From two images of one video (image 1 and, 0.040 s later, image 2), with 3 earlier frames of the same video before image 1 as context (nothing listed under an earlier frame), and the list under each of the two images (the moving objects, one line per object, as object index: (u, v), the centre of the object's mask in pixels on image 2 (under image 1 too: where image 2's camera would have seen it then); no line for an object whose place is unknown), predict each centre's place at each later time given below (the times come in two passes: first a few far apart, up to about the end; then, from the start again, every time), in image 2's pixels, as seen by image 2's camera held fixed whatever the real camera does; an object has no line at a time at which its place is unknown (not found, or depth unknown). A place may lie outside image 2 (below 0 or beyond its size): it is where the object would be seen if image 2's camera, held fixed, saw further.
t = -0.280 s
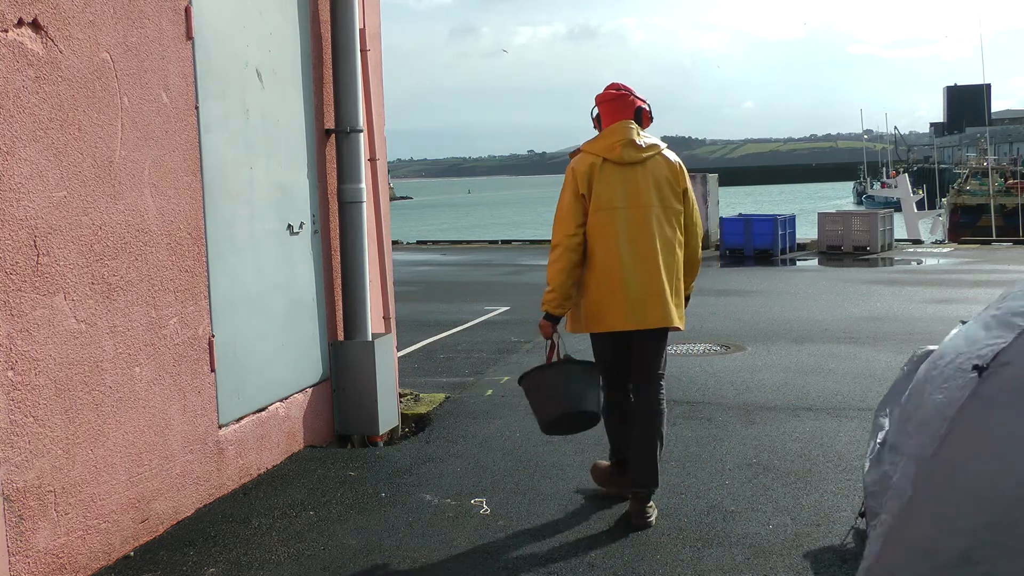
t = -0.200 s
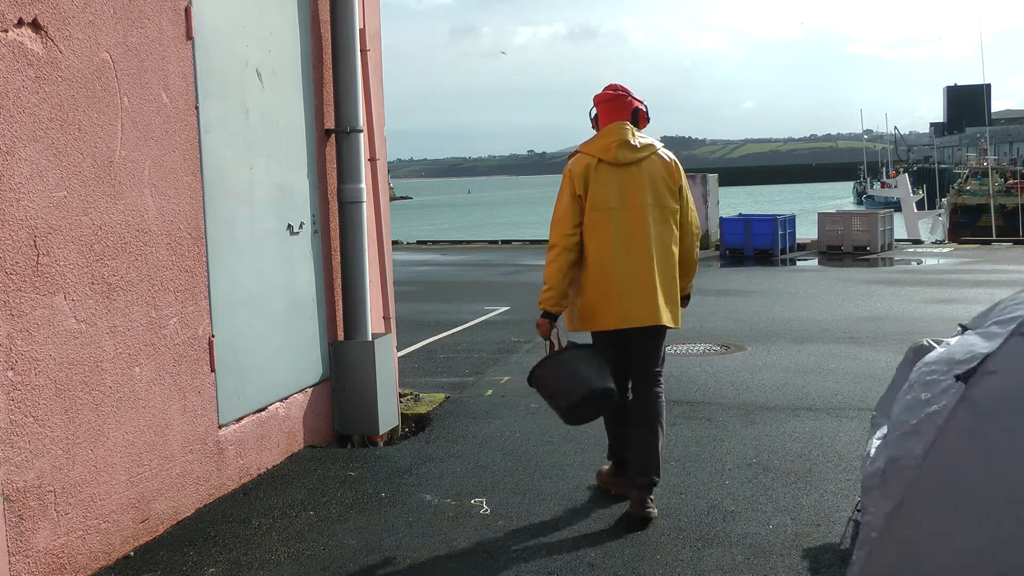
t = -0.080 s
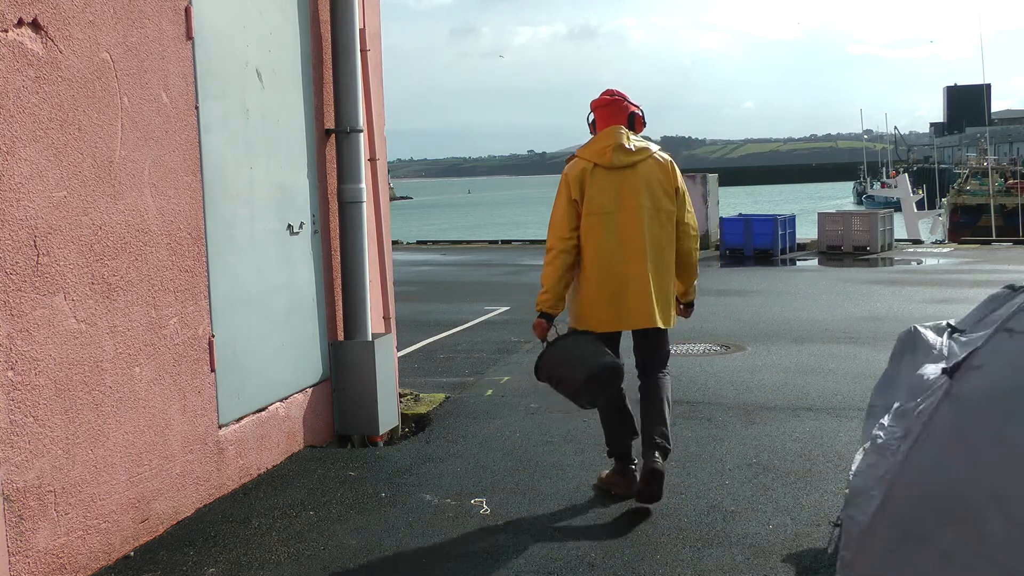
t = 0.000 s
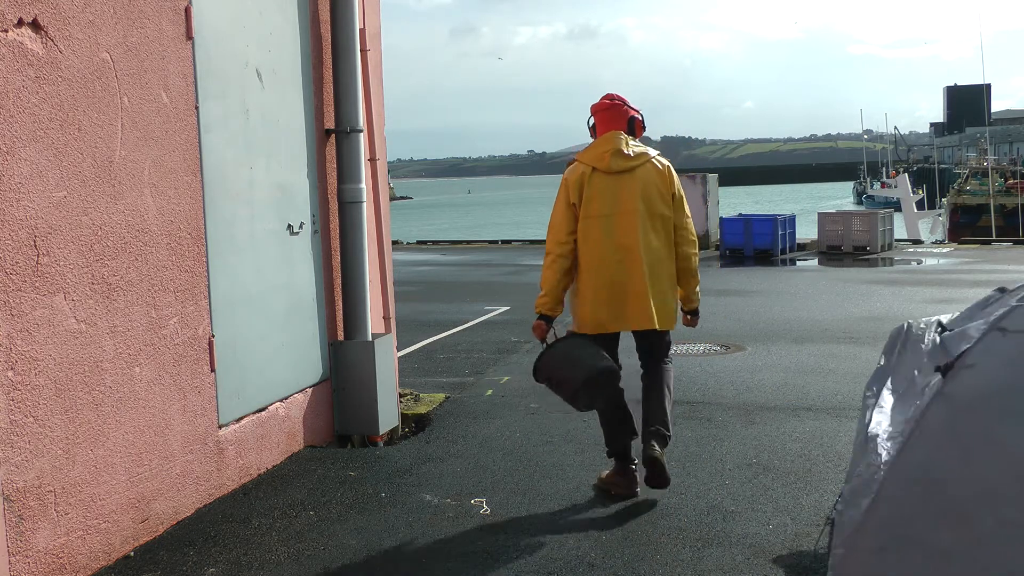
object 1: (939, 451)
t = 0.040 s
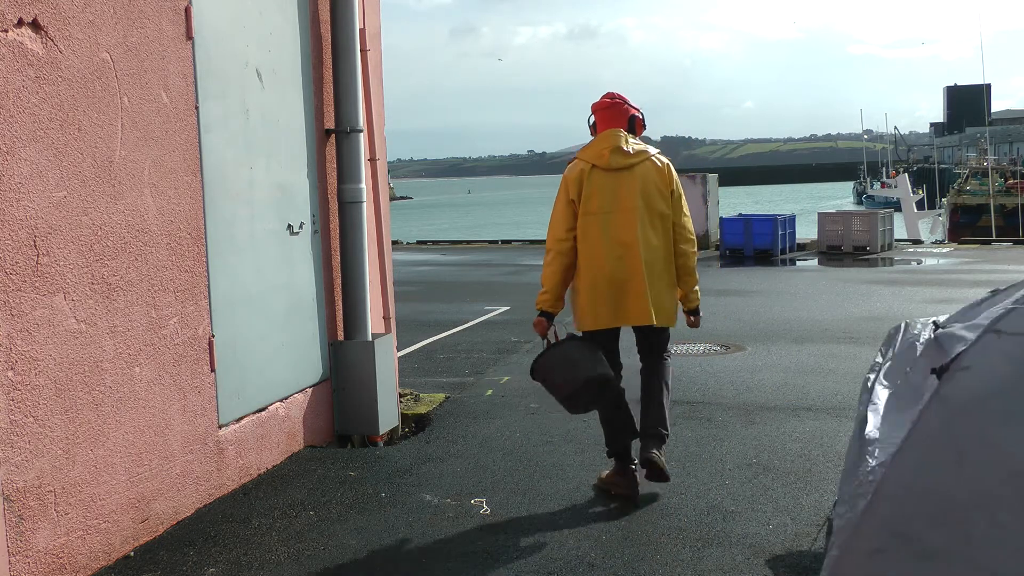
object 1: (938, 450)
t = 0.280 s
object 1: (932, 445)
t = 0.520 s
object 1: (924, 434)
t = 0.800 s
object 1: (914, 433)
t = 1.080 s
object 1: (899, 432)
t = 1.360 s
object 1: (875, 424)
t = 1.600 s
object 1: (859, 416)
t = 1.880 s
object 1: (845, 402)
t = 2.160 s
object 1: (833, 408)
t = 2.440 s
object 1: (823, 409)
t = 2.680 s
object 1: (819, 406)
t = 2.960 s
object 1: (808, 390)
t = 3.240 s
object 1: (806, 395)
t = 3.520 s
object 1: (789, 395)
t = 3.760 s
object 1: (775, 392)
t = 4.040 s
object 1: (757, 393)
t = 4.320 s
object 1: (745, 388)
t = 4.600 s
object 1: (731, 387)
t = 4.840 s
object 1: (723, 382)
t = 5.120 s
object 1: (719, 383)
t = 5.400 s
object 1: (715, 373)
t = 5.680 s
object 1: (713, 378)
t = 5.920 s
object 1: (708, 358)
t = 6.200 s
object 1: (702, 352)
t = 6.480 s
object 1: (690, 352)
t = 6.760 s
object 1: (680, 356)
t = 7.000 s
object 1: (658, 349)
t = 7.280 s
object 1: (637, 346)
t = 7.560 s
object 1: (620, 351)
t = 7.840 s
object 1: (605, 339)
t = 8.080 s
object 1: (590, 342)
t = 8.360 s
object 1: (581, 340)
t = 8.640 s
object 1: (578, 342)
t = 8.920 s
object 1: (574, 325)
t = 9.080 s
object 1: (578, 319)
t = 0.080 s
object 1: (936, 449)
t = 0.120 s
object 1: (936, 448)
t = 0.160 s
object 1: (935, 447)
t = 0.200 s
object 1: (935, 445)
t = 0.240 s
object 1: (933, 444)
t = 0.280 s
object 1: (932, 445)
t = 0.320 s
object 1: (930, 445)
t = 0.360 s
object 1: (929, 445)
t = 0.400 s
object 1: (927, 444)
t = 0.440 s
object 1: (926, 441)
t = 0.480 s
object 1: (925, 438)
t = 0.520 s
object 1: (924, 434)
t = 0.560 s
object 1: (923, 433)
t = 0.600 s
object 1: (920, 433)
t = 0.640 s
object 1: (919, 432)
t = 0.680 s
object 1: (919, 431)
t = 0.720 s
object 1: (917, 432)
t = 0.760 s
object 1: (916, 432)
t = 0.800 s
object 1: (914, 433)
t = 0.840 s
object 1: (912, 433)
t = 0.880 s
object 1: (911, 433)
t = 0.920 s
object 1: (909, 433)
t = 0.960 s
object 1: (906, 434)
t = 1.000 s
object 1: (903, 434)
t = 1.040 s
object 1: (901, 433)
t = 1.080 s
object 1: (899, 432)
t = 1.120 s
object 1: (897, 430)
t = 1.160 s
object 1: (893, 429)
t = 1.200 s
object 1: (889, 428)
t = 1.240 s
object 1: (885, 427)
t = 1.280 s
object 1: (881, 426)
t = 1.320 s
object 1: (878, 425)
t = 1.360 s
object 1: (875, 424)
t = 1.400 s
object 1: (872, 423)
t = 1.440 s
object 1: (869, 422)
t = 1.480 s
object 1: (867, 422)
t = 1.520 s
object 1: (865, 421)
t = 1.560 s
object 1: (862, 421)
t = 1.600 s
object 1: (859, 416)
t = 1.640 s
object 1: (857, 414)
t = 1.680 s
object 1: (854, 411)
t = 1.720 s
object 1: (852, 409)
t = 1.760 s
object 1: (851, 406)
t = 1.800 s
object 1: (849, 406)
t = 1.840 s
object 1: (847, 404)
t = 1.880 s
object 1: (845, 402)
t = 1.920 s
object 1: (843, 402)
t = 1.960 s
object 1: (841, 403)
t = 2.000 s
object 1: (840, 405)
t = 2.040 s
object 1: (839, 407)
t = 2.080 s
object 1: (838, 409)
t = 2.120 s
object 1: (835, 410)
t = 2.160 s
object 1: (833, 408)
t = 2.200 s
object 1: (831, 409)
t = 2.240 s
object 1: (828, 409)
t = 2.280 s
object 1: (827, 410)
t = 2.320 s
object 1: (826, 410)
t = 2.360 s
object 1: (825, 410)
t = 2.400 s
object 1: (824, 409)
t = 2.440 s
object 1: (823, 409)
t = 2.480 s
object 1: (822, 409)
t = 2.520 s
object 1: (820, 409)
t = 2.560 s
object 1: (820, 408)
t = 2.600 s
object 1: (819, 407)
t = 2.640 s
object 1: (820, 407)
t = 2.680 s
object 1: (819, 406)
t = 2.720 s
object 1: (820, 405)
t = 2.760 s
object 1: (819, 404)
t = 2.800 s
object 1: (817, 402)
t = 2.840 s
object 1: (815, 399)
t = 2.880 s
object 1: (812, 397)
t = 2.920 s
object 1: (810, 394)
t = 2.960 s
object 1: (808, 390)
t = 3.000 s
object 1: (807, 387)
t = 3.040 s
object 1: (806, 386)
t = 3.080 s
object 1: (807, 386)
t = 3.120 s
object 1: (808, 387)
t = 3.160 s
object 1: (809, 390)
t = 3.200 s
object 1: (807, 392)
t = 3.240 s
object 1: (806, 395)
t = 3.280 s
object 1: (805, 396)
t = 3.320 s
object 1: (804, 398)
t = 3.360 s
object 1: (801, 398)
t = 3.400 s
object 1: (798, 399)
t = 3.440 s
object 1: (795, 398)
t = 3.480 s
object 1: (791, 397)
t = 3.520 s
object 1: (789, 395)
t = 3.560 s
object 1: (787, 394)
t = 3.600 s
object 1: (785, 392)
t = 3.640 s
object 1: (782, 392)
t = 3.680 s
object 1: (780, 391)
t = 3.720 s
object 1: (777, 392)
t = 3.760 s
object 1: (775, 392)
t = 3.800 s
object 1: (773, 393)
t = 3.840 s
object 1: (771, 394)
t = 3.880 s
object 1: (767, 395)
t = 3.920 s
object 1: (764, 395)
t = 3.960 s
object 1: (761, 395)
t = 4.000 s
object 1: (759, 395)
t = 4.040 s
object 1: (757, 393)
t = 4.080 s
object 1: (755, 391)
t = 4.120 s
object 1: (753, 388)
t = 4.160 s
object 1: (752, 386)
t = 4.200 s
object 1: (750, 384)
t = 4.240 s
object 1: (748, 385)
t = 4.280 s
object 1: (746, 386)
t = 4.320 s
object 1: (745, 388)
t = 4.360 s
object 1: (745, 389)
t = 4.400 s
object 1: (744, 390)
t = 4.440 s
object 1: (742, 390)
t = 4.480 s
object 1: (739, 389)
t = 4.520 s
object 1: (736, 389)
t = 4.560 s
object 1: (733, 388)
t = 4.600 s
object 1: (731, 387)
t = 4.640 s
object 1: (728, 386)
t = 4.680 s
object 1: (726, 384)
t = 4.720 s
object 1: (725, 383)
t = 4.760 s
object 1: (725, 383)
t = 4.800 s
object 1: (724, 382)
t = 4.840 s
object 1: (723, 382)
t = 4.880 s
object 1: (722, 383)
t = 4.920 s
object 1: (722, 383)
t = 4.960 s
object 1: (722, 384)
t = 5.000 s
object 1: (721, 384)
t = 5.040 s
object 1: (720, 384)
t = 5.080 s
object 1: (720, 383)
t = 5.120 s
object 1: (719, 383)
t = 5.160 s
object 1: (719, 383)
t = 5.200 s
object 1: (718, 382)
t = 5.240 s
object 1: (717, 382)
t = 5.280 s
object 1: (717, 381)
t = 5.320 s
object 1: (715, 379)
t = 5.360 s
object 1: (715, 376)
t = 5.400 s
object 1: (715, 373)
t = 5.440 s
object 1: (715, 371)
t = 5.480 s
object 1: (715, 370)
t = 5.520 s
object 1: (714, 371)
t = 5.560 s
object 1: (714, 373)
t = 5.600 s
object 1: (713, 375)
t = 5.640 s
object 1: (713, 377)
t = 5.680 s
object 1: (713, 378)
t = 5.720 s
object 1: (711, 376)
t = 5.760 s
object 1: (709, 374)
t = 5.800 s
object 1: (708, 369)
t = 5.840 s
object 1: (708, 365)
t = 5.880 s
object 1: (708, 361)
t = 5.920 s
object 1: (708, 358)
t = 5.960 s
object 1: (707, 354)
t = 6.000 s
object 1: (708, 353)
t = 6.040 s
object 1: (708, 352)
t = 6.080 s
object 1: (707, 352)
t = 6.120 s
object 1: (705, 352)
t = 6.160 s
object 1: (704, 352)
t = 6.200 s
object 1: (702, 352)
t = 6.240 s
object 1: (699, 351)
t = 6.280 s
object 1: (696, 352)
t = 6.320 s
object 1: (693, 352)
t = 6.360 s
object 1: (691, 352)
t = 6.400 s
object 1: (690, 351)
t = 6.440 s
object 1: (690, 352)
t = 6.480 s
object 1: (690, 352)
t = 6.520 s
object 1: (690, 350)
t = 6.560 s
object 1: (689, 349)
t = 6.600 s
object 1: (689, 348)
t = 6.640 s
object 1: (687, 350)
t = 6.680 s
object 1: (685, 351)
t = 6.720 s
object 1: (683, 353)
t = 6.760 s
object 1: (680, 356)
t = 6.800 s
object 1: (677, 356)
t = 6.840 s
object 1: (672, 356)
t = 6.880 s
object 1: (667, 356)
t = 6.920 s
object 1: (663, 354)
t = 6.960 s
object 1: (661, 351)
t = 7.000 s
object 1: (658, 349)
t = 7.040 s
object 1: (656, 347)
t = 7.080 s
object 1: (653, 345)
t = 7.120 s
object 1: (650, 344)
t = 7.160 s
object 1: (646, 343)
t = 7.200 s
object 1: (644, 343)
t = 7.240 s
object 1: (640, 344)
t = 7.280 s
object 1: (637, 346)
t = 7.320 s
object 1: (634, 348)
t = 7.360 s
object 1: (631, 350)
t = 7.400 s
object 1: (628, 353)
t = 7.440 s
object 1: (625, 355)
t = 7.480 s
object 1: (624, 354)
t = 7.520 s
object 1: (623, 354)
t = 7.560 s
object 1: (620, 351)
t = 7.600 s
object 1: (619, 348)
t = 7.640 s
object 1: (617, 345)
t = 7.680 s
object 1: (613, 343)
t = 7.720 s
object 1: (611, 341)
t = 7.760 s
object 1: (609, 340)
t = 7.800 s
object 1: (607, 339)
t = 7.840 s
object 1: (605, 339)
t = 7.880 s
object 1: (603, 339)
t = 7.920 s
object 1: (601, 339)
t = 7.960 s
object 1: (599, 340)
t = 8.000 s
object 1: (597, 340)
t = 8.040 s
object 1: (593, 342)
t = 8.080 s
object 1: (590, 342)
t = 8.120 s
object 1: (588, 342)
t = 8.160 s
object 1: (587, 341)
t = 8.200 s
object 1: (585, 341)
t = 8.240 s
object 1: (584, 341)
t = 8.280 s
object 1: (583, 341)
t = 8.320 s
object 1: (582, 340)
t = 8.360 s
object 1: (581, 340)
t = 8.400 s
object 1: (581, 340)
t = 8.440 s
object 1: (581, 341)
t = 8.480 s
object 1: (582, 341)
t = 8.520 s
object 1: (582, 341)
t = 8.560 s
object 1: (580, 342)
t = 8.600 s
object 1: (579, 342)
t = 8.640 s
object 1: (578, 342)
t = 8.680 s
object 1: (577, 340)
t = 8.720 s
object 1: (574, 338)
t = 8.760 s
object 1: (573, 336)
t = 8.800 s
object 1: (573, 331)
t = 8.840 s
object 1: (573, 329)
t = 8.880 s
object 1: (573, 327)
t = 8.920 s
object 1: (574, 325)
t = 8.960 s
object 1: (575, 323)
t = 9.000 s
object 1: (576, 321)
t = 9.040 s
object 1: (577, 319)
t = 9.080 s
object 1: (578, 319)
